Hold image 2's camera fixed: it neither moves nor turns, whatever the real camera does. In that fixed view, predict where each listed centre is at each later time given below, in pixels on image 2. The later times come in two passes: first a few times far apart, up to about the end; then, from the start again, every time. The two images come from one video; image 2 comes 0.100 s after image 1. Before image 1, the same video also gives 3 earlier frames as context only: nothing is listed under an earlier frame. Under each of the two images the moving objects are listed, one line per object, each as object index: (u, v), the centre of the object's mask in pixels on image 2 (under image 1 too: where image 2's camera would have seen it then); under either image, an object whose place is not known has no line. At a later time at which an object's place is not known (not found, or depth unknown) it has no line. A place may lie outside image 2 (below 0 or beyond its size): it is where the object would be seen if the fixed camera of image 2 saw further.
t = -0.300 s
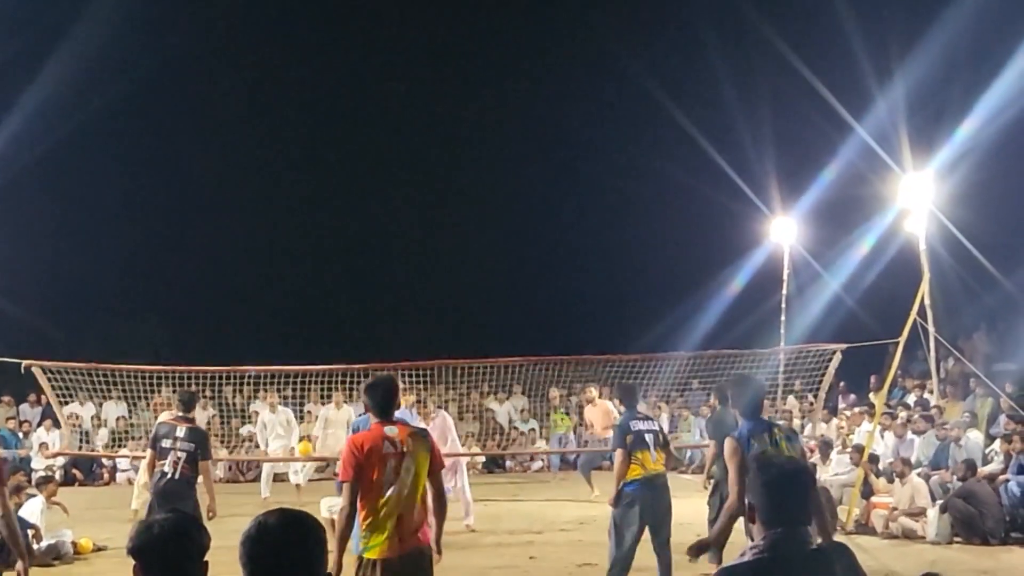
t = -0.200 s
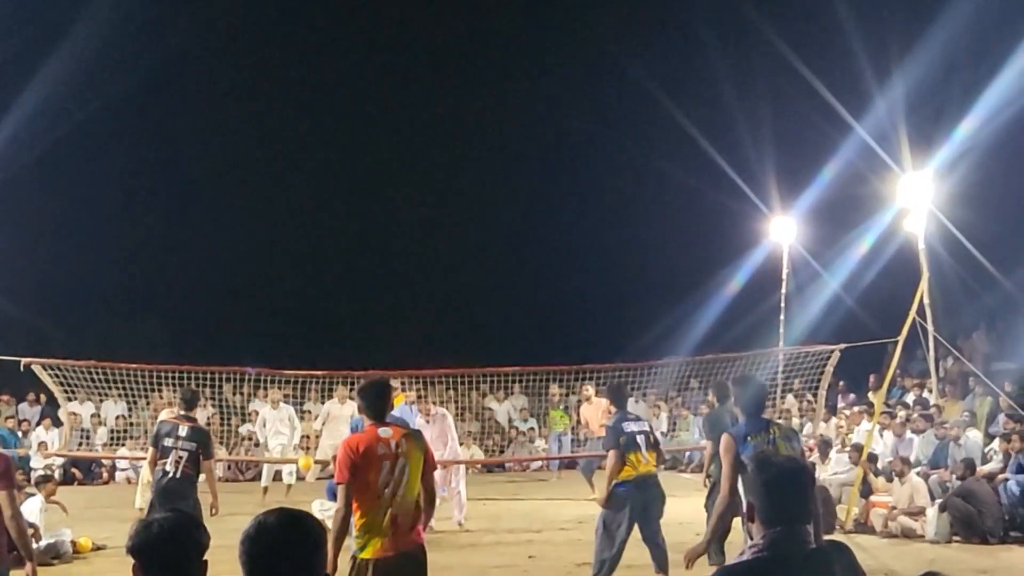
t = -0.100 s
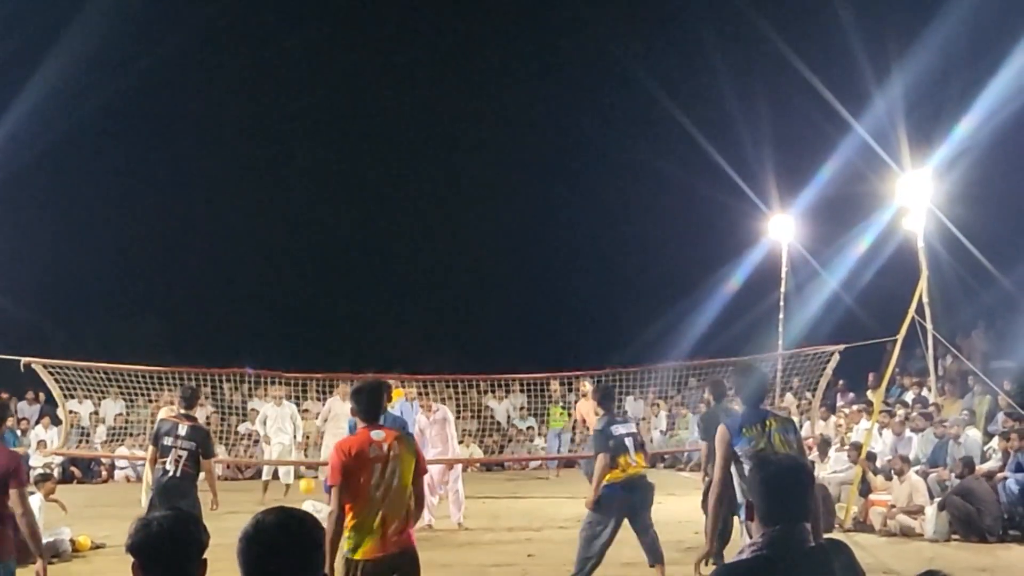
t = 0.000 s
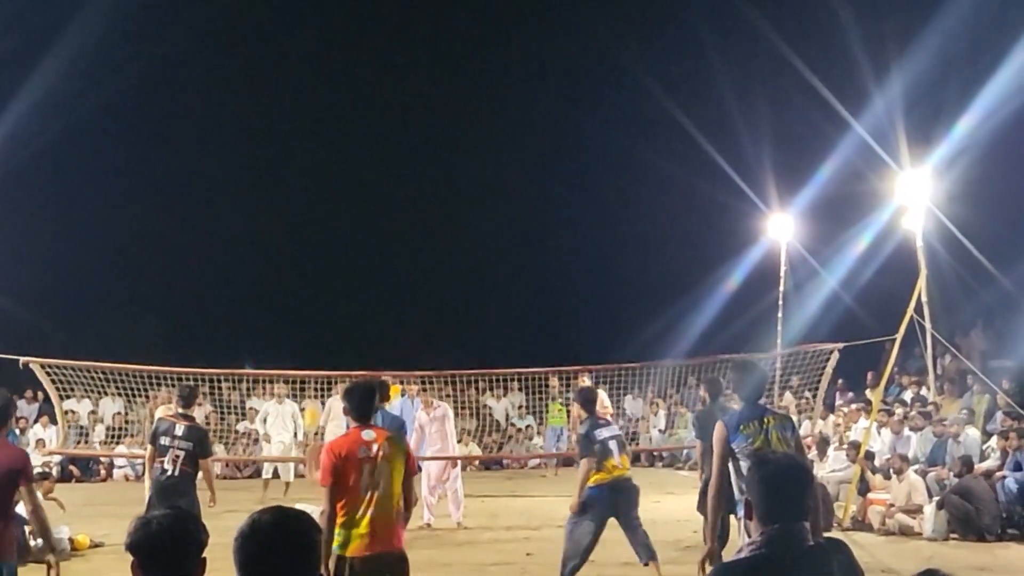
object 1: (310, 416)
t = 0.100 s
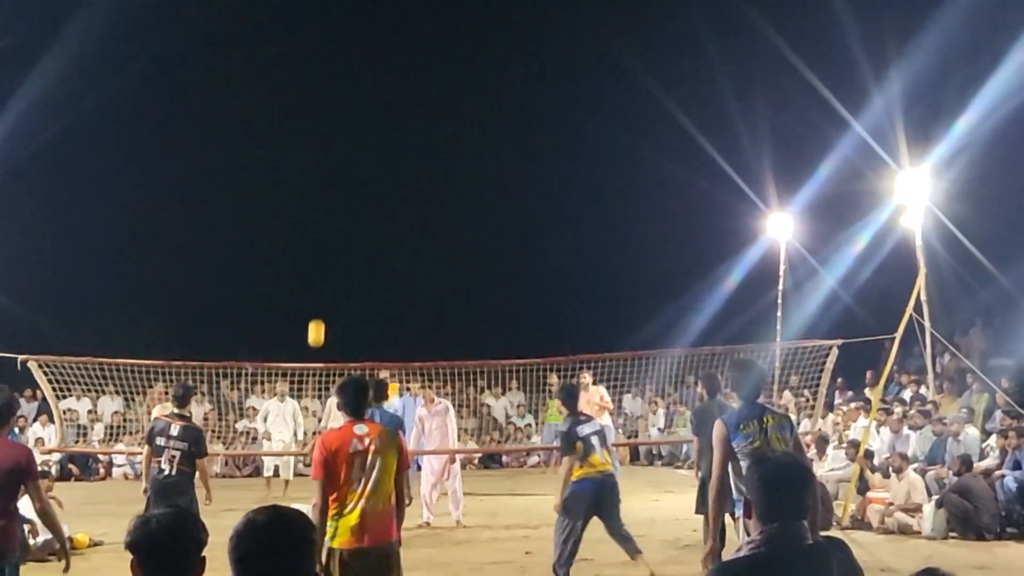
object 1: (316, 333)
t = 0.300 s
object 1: (324, 202)
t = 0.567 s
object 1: (335, 88)
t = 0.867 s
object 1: (348, 38)
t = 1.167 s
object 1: (361, 77)
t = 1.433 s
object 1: (372, 186)
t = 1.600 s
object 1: (377, 291)
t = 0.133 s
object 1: (317, 308)
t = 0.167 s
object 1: (319, 285)
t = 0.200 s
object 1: (320, 263)
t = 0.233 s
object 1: (321, 241)
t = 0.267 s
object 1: (323, 221)
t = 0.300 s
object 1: (324, 202)
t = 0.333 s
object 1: (325, 184)
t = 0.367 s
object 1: (327, 167)
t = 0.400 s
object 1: (328, 151)
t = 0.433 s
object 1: (329, 136)
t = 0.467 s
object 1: (331, 122)
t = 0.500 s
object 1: (332, 110)
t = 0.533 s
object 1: (334, 98)
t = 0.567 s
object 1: (335, 88)
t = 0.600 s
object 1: (336, 78)
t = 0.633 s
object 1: (338, 70)
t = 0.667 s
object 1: (339, 62)
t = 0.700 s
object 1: (341, 56)
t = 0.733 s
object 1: (342, 50)
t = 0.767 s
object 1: (343, 46)
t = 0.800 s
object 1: (345, 42)
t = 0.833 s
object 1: (346, 40)
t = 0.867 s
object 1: (348, 38)
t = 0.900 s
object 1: (349, 39)
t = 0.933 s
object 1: (350, 40)
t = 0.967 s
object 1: (352, 42)
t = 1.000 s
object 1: (353, 45)
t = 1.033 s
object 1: (355, 49)
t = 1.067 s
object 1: (356, 54)
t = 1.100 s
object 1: (358, 61)
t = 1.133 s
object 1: (359, 68)
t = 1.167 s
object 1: (361, 77)
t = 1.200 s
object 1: (362, 86)
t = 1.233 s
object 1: (364, 97)
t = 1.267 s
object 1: (365, 109)
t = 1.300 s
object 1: (367, 123)
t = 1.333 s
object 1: (368, 137)
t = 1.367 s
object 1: (369, 152)
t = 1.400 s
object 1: (370, 168)
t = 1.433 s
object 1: (372, 186)
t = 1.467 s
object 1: (373, 205)
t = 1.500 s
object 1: (374, 225)
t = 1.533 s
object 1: (375, 245)
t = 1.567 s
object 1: (376, 267)
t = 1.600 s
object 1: (377, 291)
